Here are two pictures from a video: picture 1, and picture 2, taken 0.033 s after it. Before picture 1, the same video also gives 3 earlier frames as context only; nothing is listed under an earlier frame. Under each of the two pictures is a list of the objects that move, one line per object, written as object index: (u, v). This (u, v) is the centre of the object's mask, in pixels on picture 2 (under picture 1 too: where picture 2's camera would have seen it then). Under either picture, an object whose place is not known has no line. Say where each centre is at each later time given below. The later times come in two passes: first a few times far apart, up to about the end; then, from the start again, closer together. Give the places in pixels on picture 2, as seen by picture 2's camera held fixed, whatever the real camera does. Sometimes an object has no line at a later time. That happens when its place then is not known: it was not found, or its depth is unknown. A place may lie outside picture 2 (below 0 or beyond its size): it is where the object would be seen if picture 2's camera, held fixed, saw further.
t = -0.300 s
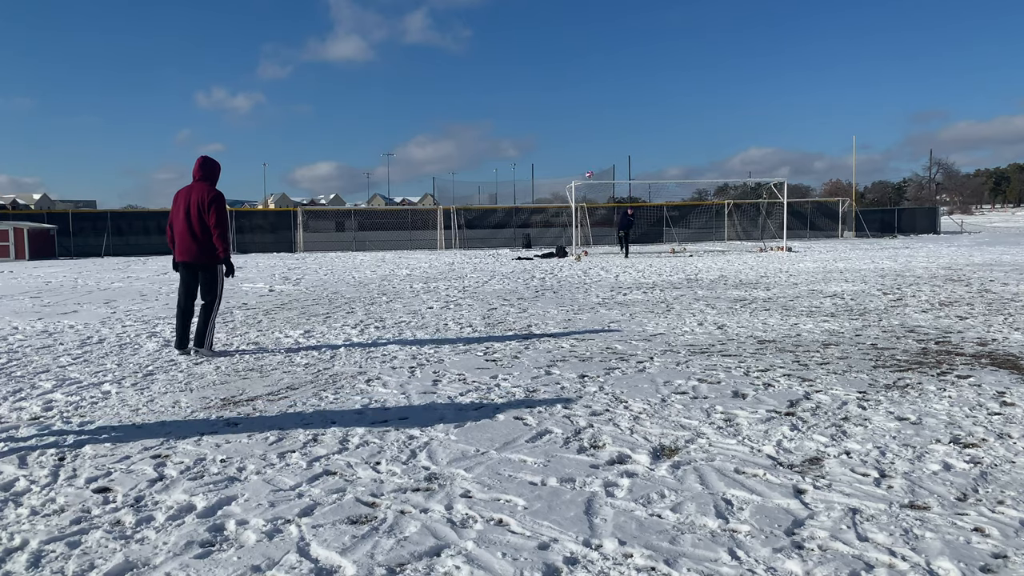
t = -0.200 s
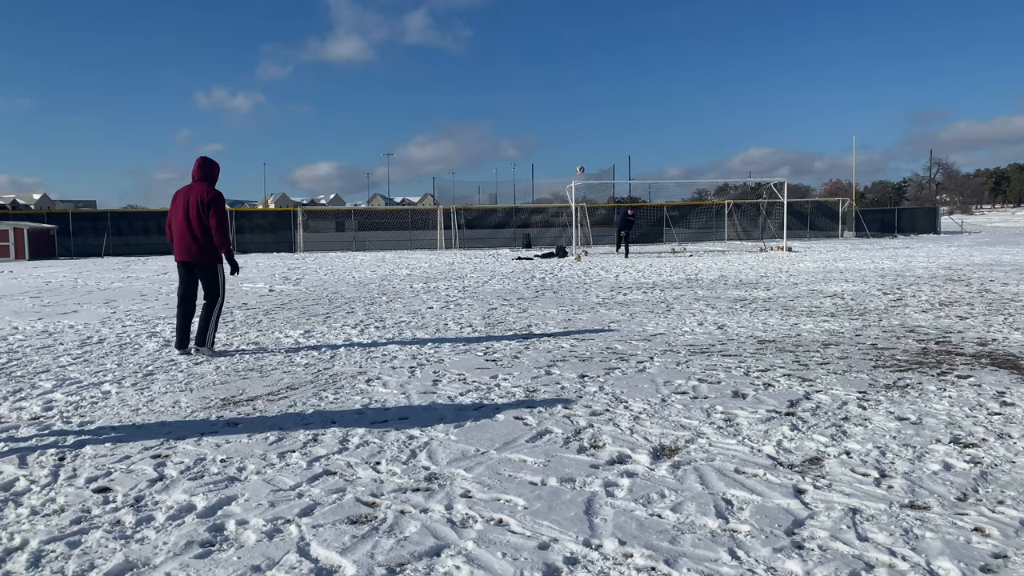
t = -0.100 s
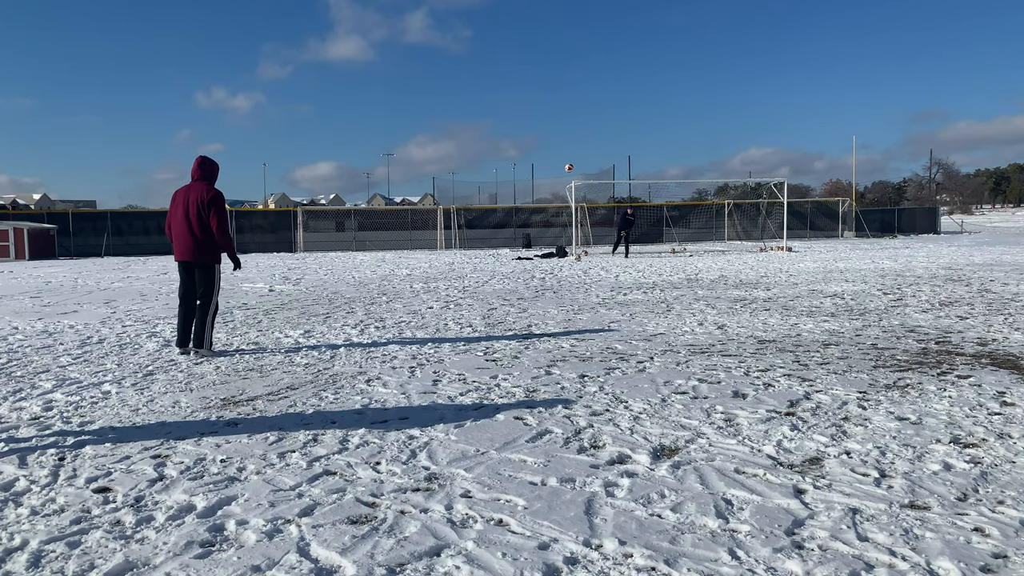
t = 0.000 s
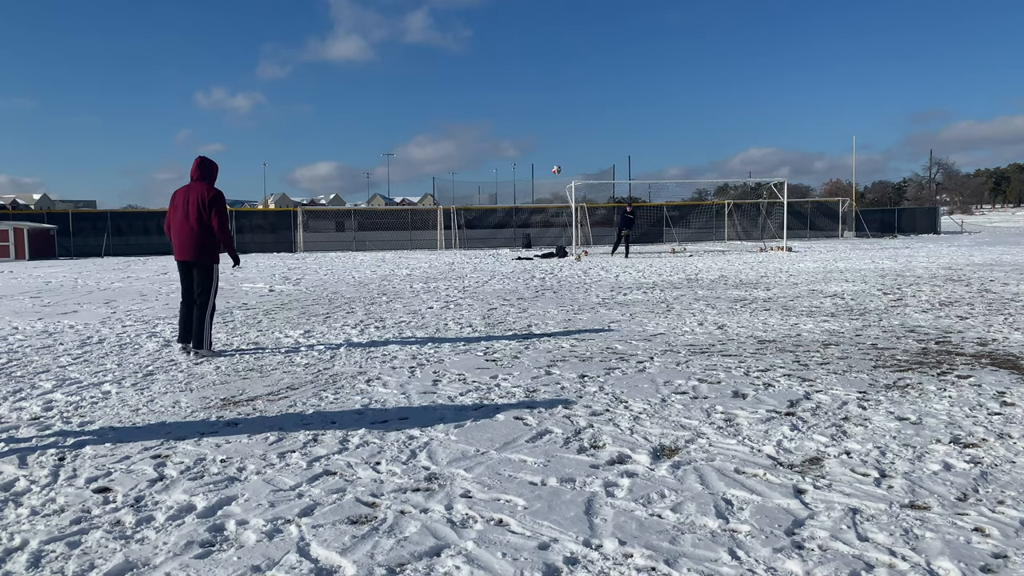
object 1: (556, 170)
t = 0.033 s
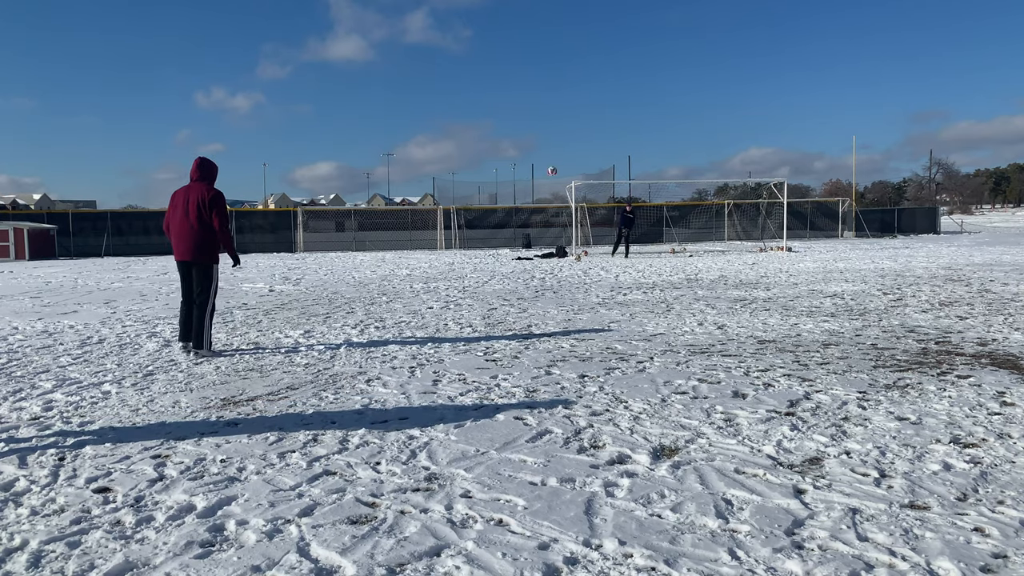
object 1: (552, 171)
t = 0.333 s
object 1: (500, 210)
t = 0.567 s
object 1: (443, 282)
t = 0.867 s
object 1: (358, 271)
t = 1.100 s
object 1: (267, 300)
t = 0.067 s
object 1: (547, 173)
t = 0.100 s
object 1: (542, 175)
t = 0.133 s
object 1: (537, 178)
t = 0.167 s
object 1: (531, 182)
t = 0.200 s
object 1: (525, 186)
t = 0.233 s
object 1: (520, 191)
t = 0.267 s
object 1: (514, 196)
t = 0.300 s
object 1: (507, 203)
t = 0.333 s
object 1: (500, 210)
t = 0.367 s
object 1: (493, 217)
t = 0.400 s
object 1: (485, 225)
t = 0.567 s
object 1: (443, 282)
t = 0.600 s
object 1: (434, 290)
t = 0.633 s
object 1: (425, 287)
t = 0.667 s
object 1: (417, 283)
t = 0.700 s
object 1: (408, 279)
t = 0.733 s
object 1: (399, 276)
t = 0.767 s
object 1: (390, 274)
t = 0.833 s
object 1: (369, 271)
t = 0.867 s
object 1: (358, 271)
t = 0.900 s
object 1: (347, 272)
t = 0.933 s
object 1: (335, 274)
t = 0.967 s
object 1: (322, 277)
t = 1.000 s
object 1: (309, 281)
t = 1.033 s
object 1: (296, 286)
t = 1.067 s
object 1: (282, 292)
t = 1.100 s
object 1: (267, 300)
